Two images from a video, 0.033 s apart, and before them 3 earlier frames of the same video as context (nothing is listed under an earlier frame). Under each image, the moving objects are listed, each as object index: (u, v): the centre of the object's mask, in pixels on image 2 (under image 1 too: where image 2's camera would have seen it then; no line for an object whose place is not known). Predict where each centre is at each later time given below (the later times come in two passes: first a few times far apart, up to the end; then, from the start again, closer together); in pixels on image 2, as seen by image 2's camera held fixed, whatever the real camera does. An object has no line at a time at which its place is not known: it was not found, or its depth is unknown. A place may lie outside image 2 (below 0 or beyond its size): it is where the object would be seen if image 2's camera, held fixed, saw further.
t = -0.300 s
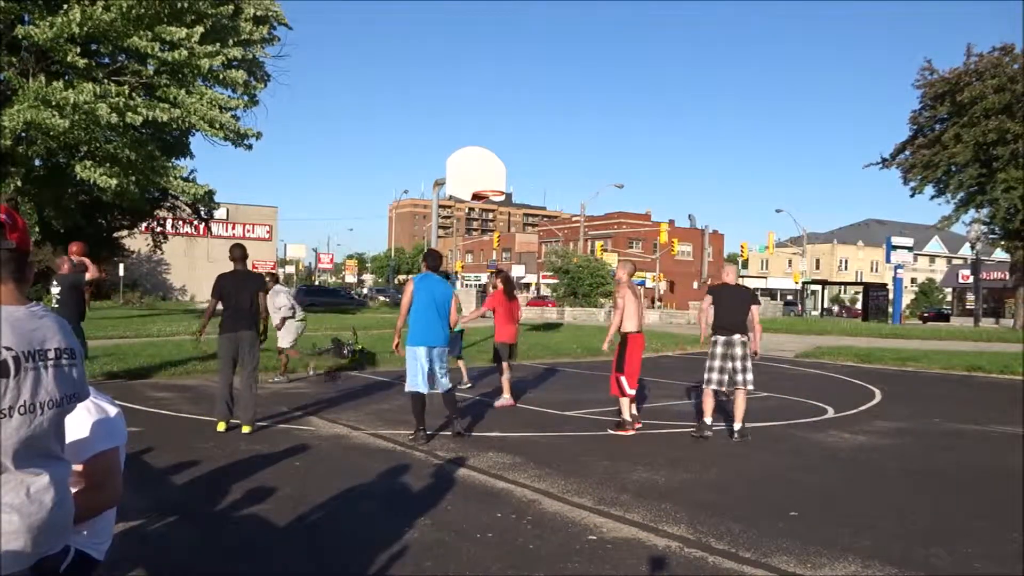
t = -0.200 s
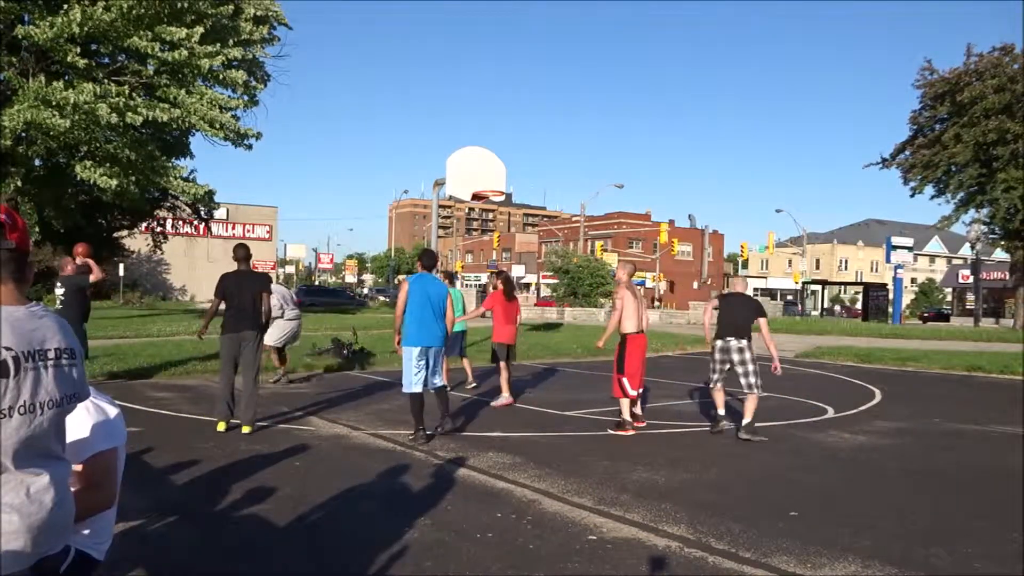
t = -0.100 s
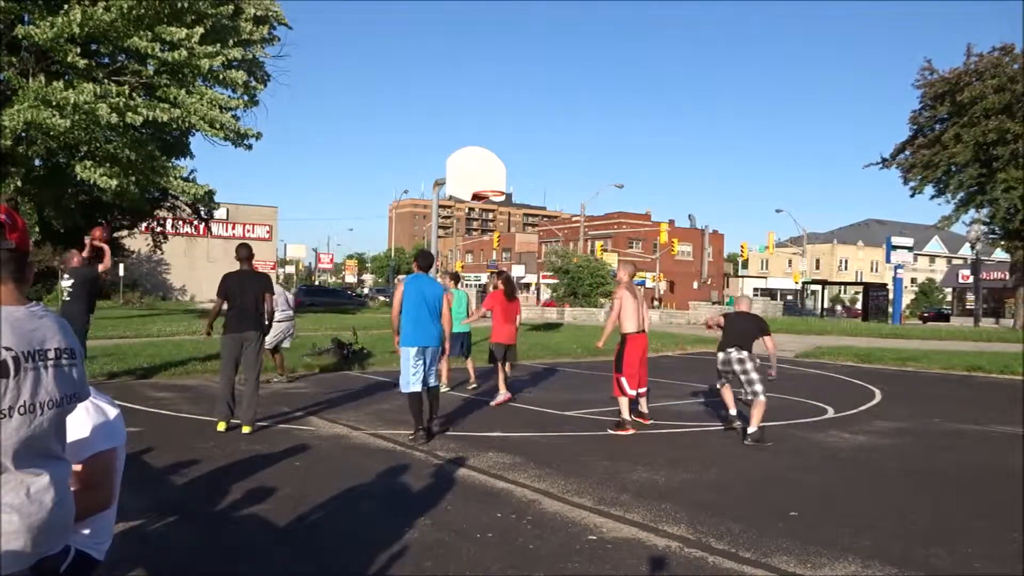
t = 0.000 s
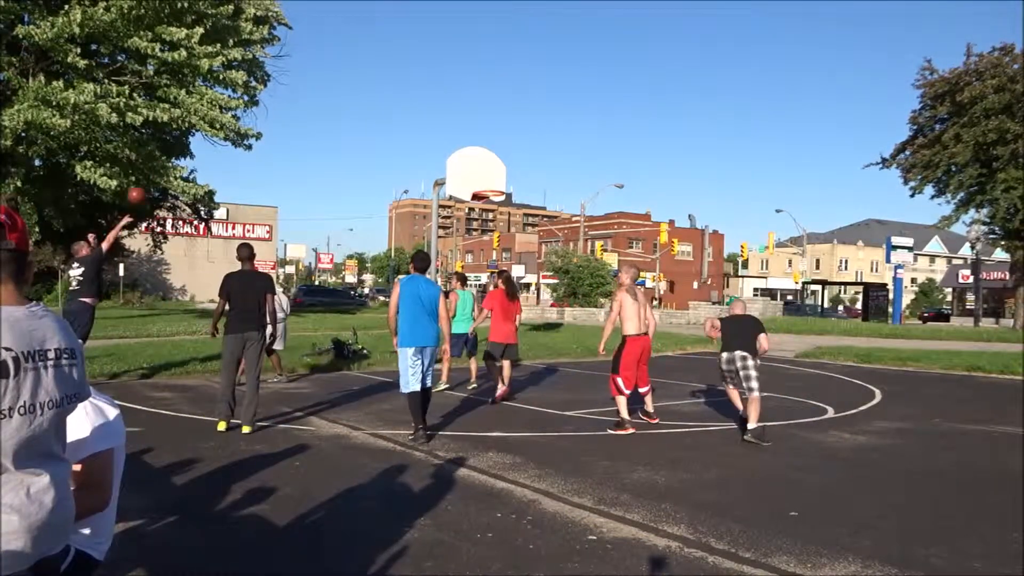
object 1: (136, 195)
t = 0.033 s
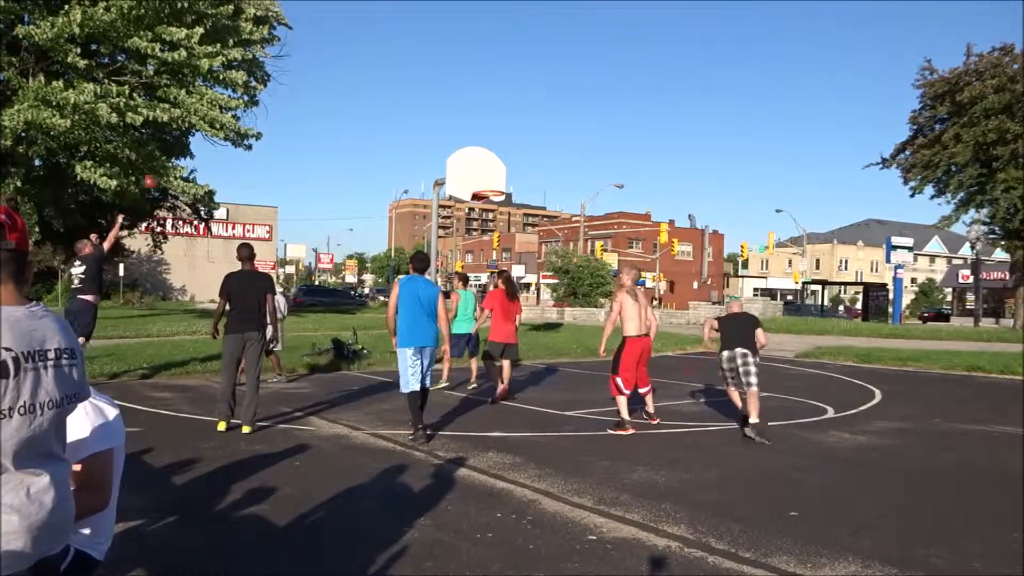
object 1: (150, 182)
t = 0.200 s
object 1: (219, 135)
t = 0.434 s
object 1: (304, 106)
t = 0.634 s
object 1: (368, 110)
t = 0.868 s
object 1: (436, 144)
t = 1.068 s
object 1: (487, 184)
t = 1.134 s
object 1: (501, 178)
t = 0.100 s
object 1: (178, 160)
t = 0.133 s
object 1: (193, 152)
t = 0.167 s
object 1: (206, 143)
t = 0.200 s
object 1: (219, 135)
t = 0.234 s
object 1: (232, 129)
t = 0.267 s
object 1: (245, 123)
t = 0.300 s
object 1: (257, 118)
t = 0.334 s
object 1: (269, 114)
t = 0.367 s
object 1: (281, 110)
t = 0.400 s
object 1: (292, 108)
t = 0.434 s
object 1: (304, 106)
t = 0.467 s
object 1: (315, 105)
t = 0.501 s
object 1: (326, 105)
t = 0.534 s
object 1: (337, 105)
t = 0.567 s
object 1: (348, 106)
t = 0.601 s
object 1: (358, 108)
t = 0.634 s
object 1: (368, 110)
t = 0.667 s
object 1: (379, 113)
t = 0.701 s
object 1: (389, 116)
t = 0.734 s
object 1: (399, 121)
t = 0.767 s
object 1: (408, 126)
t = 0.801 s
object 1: (418, 132)
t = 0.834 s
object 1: (427, 138)
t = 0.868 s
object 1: (436, 144)
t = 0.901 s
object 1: (445, 152)
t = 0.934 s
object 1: (453, 160)
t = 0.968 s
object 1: (462, 168)
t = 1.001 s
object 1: (471, 177)
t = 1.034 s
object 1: (479, 186)
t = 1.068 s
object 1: (487, 184)
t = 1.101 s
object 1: (494, 181)
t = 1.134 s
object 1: (501, 178)
